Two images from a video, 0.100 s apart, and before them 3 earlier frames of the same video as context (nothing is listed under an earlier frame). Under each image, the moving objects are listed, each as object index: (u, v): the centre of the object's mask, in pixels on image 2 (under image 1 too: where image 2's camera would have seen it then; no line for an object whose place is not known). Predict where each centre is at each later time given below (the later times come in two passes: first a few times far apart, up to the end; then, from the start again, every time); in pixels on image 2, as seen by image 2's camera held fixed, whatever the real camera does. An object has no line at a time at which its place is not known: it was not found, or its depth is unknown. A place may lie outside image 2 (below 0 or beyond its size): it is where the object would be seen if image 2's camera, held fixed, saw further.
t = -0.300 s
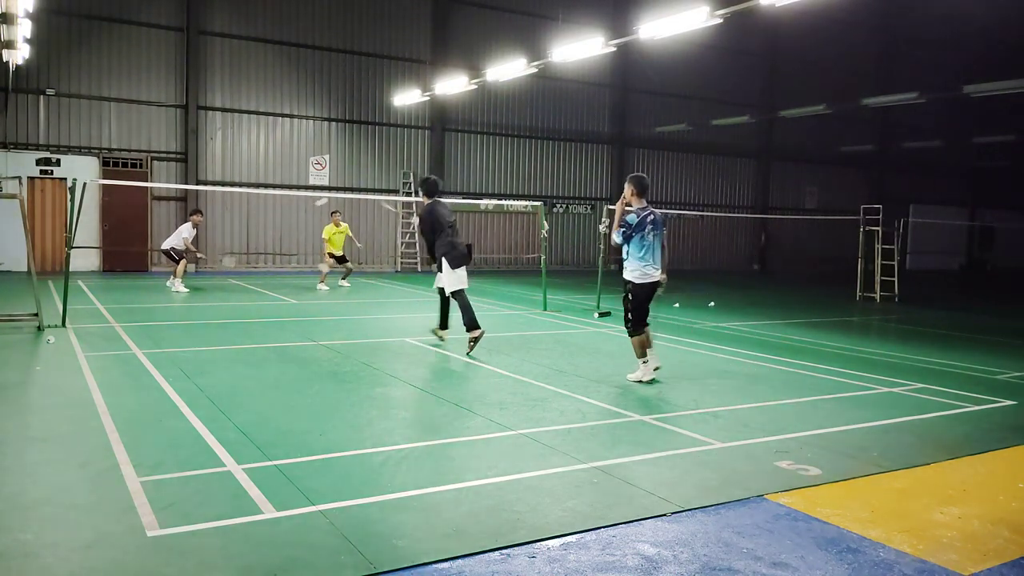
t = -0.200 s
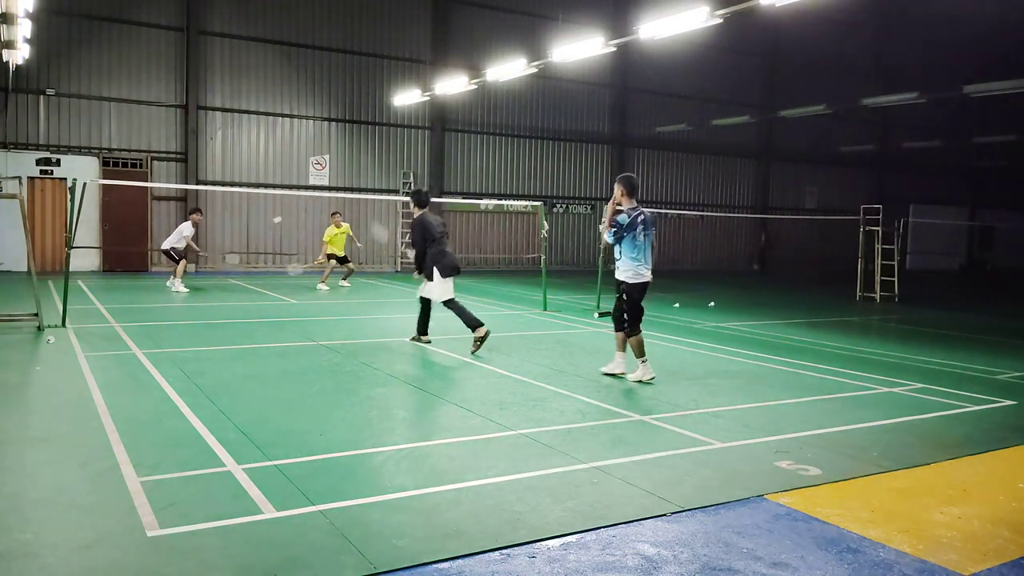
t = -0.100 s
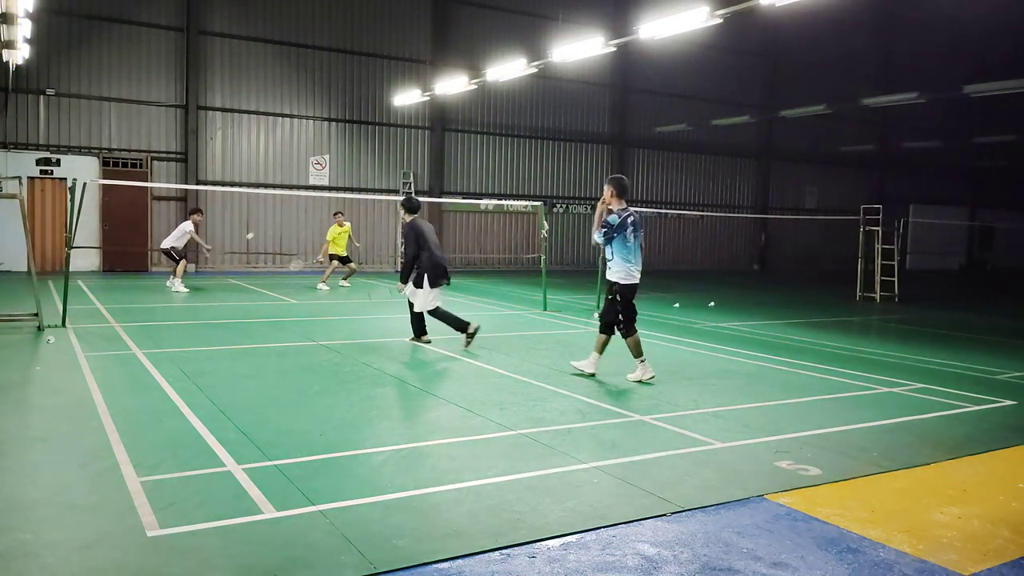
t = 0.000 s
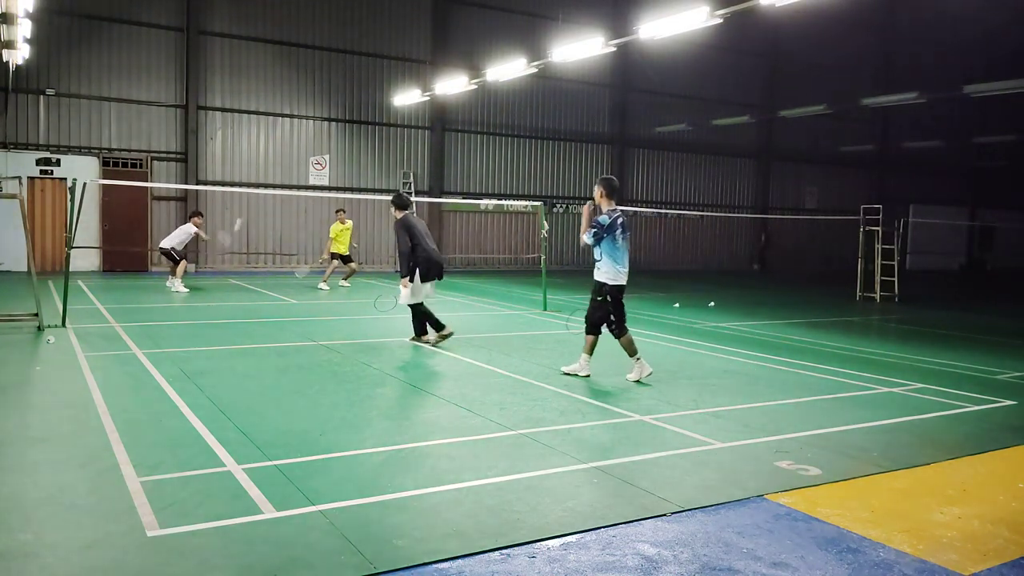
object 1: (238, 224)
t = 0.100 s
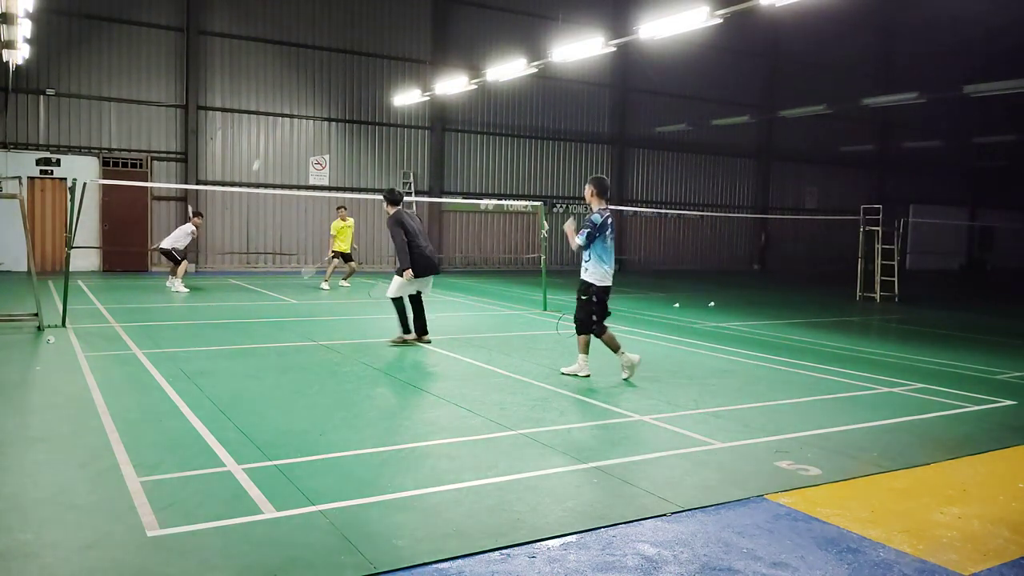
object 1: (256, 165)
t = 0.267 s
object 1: (279, 96)
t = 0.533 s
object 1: (307, 44)
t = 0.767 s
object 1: (331, 57)
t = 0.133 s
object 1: (261, 150)
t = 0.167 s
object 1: (266, 135)
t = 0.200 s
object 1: (270, 121)
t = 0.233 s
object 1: (274, 108)
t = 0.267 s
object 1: (279, 96)
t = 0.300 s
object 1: (283, 86)
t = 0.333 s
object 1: (287, 78)
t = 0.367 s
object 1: (290, 69)
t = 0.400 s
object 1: (294, 62)
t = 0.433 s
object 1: (298, 56)
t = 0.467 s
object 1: (302, 52)
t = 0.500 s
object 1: (305, 48)
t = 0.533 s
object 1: (307, 44)
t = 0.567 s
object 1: (311, 43)
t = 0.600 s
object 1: (315, 43)
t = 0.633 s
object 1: (318, 43)
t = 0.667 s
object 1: (321, 45)
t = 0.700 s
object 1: (324, 47)
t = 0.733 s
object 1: (327, 51)
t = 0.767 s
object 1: (331, 57)
